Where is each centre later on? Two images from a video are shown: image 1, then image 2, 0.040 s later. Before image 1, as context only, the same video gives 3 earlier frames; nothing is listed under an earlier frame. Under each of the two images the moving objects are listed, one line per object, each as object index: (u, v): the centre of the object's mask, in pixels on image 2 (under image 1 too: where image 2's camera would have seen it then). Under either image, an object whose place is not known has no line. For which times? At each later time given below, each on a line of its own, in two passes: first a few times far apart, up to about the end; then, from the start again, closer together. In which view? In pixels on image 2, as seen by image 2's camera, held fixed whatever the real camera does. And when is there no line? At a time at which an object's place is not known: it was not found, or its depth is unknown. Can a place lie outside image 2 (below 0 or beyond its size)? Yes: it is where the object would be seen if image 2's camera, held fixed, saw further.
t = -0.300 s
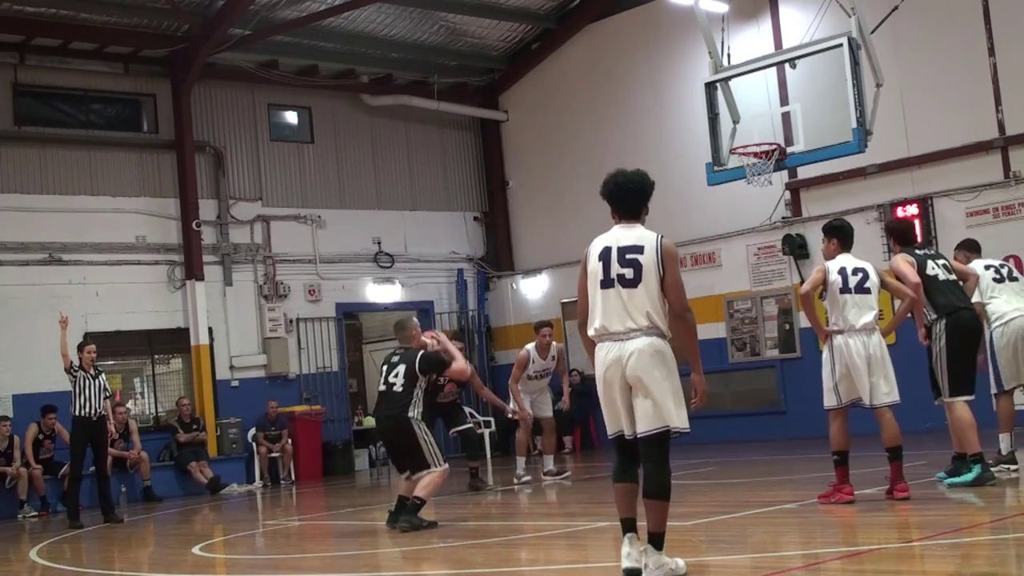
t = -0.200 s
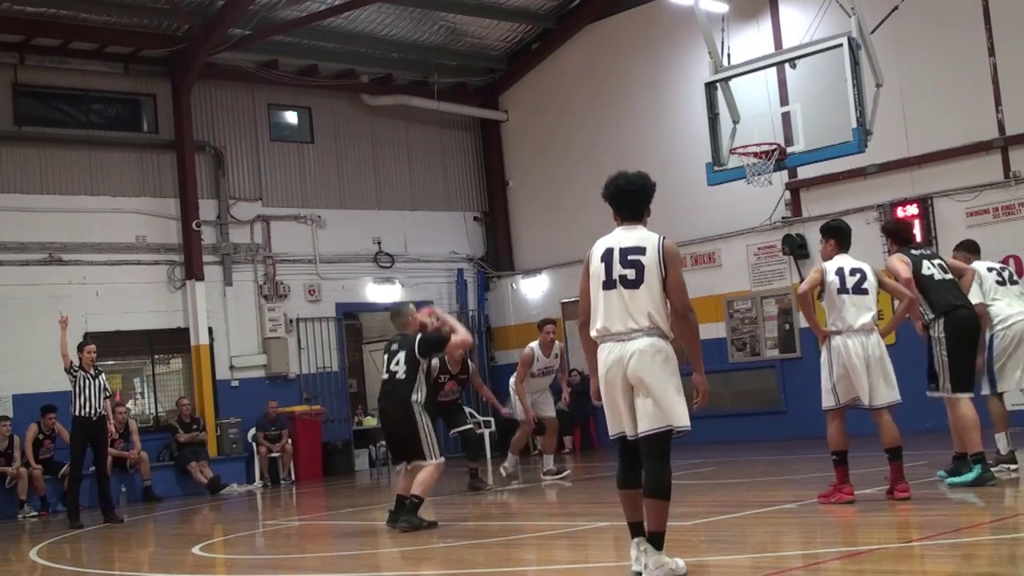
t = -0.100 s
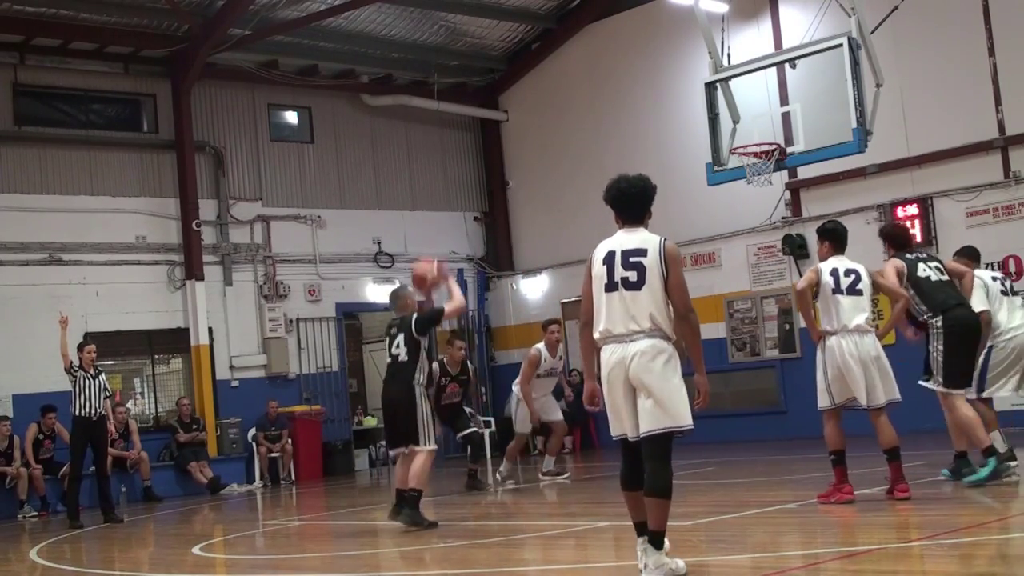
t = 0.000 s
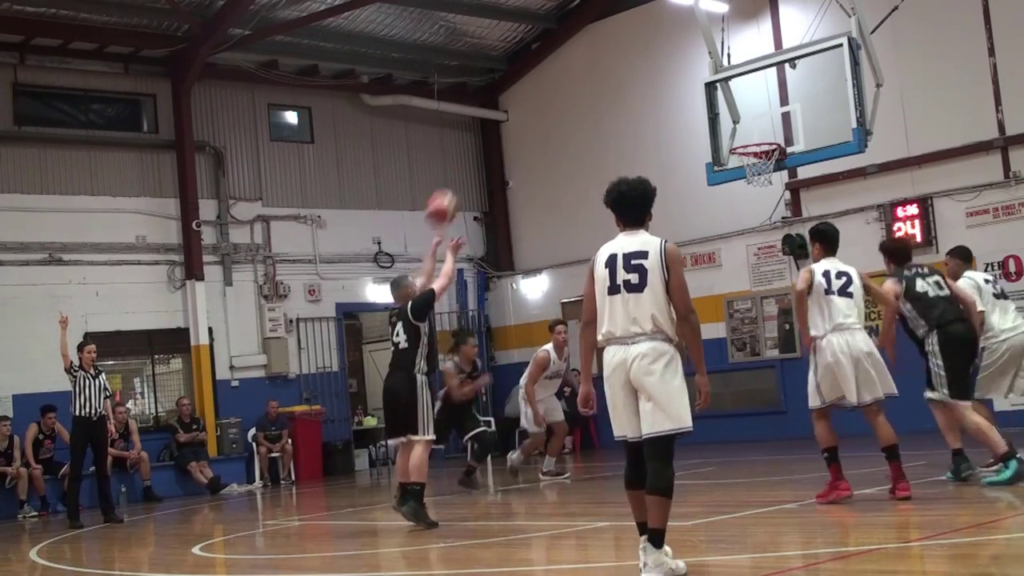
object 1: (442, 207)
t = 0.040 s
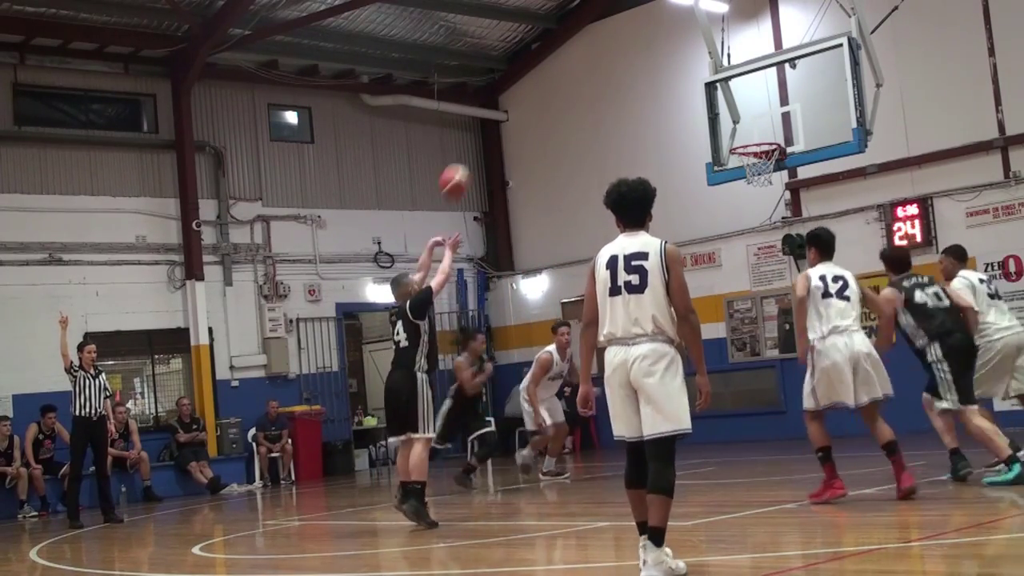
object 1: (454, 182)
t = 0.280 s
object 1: (530, 74)
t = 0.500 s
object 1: (596, 37)
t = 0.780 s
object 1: (678, 67)
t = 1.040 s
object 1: (744, 131)
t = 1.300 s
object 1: (731, 93)
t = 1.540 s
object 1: (712, 114)
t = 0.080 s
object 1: (468, 157)
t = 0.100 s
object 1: (475, 146)
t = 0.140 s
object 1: (486, 127)
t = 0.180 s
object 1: (499, 109)
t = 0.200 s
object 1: (505, 100)
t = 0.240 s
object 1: (518, 86)
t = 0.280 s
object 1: (530, 74)
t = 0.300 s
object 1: (536, 67)
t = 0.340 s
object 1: (549, 58)
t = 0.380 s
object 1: (561, 50)
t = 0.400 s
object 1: (567, 47)
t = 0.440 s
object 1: (578, 42)
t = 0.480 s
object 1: (591, 38)
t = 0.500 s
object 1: (596, 37)
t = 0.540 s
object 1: (608, 37)
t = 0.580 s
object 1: (620, 38)
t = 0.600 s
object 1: (626, 39)
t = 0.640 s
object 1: (637, 42)
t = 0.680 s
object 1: (649, 48)
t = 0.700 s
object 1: (655, 51)
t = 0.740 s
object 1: (666, 58)
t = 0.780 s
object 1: (678, 67)
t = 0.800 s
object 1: (684, 72)
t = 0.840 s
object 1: (694, 83)
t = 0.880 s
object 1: (706, 96)
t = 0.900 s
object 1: (712, 103)
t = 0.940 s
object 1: (725, 116)
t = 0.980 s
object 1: (735, 133)
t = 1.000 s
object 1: (740, 139)
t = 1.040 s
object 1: (744, 131)
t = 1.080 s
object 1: (747, 122)
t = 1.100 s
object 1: (748, 117)
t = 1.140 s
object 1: (747, 110)
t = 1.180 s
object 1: (743, 103)
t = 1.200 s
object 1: (741, 100)
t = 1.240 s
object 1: (737, 96)
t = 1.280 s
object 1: (733, 93)
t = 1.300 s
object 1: (731, 93)
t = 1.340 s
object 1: (727, 92)
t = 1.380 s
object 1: (724, 93)
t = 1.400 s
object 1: (723, 94)
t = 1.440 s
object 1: (719, 97)
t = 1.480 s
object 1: (716, 103)
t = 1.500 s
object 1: (715, 106)
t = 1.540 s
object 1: (712, 114)
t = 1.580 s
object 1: (709, 123)
